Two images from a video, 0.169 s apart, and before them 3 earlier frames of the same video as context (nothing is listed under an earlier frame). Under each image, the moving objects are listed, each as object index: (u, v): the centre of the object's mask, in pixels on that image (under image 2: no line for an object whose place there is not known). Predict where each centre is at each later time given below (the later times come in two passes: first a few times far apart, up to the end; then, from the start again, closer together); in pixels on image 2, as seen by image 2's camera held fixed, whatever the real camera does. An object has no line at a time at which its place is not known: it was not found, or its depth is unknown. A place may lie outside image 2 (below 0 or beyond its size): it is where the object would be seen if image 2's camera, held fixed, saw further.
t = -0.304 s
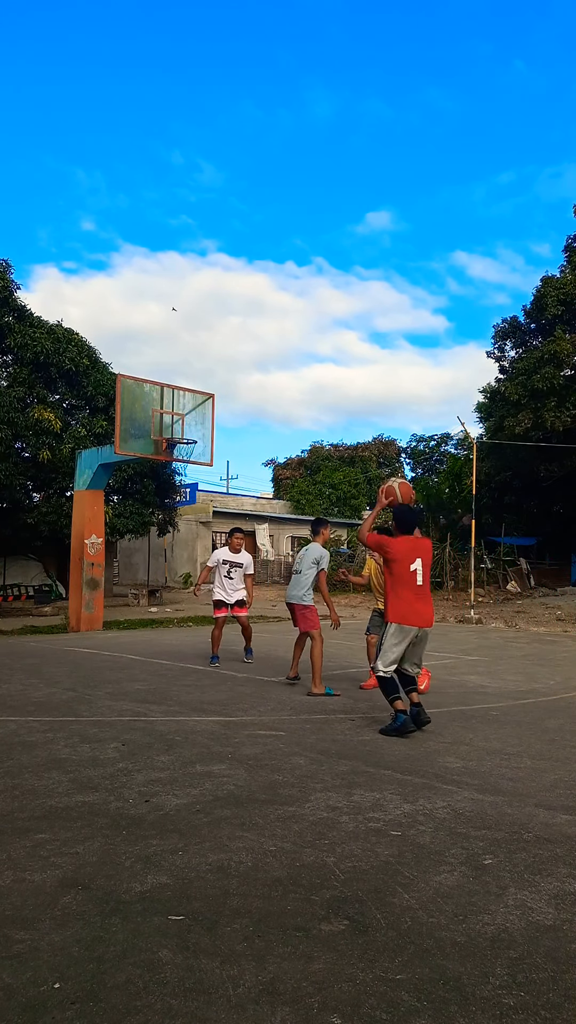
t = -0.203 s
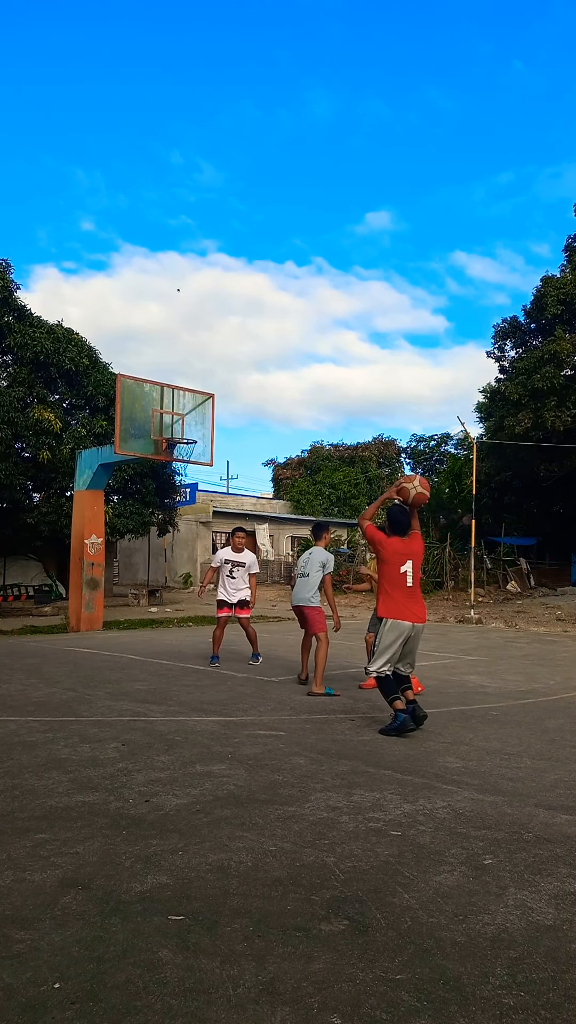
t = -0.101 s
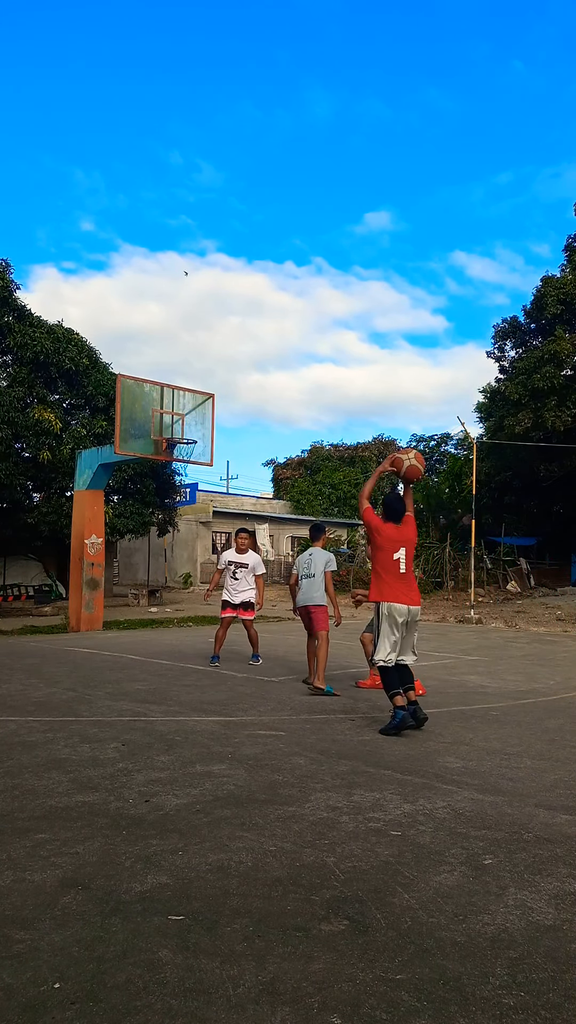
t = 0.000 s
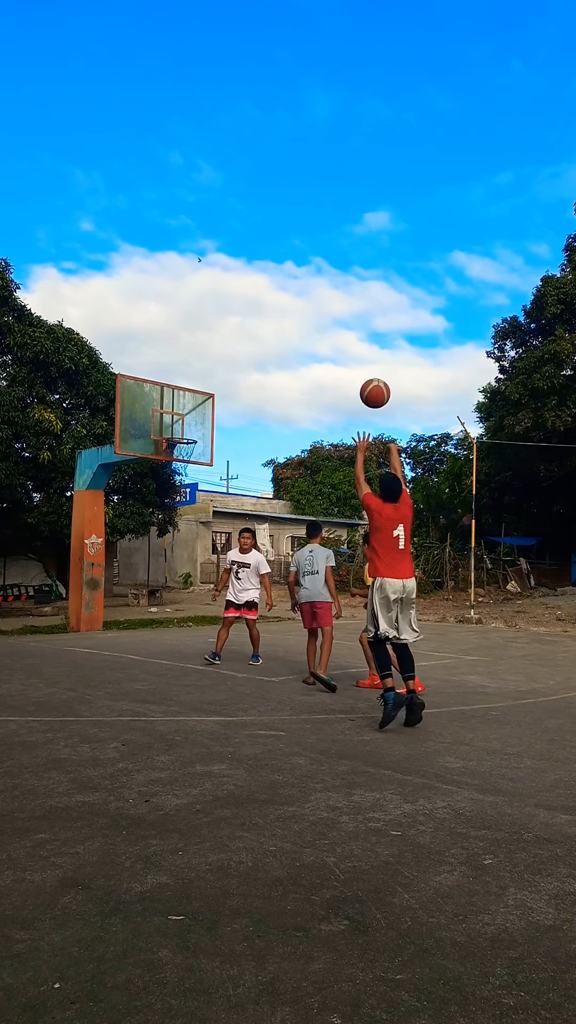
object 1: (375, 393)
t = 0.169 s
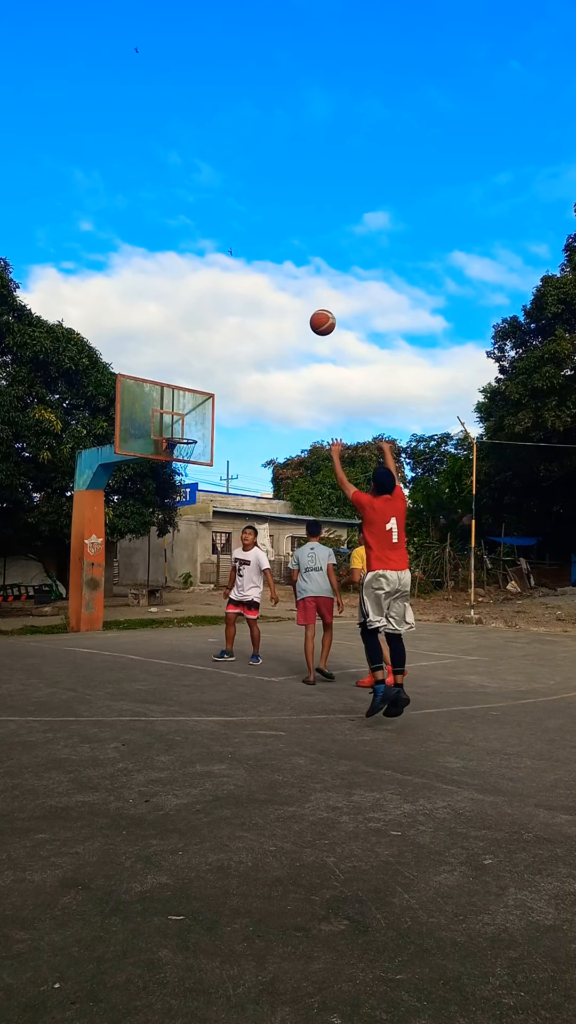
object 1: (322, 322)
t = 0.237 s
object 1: (305, 307)
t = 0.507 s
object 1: (250, 298)
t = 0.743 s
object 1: (215, 335)
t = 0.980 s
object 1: (186, 400)
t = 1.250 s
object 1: (180, 459)
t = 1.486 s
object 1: (155, 497)
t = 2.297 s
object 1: (71, 538)
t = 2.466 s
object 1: (54, 532)
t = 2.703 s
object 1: (29, 555)
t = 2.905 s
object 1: (7, 603)
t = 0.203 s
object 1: (314, 314)
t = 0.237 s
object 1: (305, 307)
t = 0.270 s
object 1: (297, 302)
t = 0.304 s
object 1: (290, 298)
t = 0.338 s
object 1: (282, 295)
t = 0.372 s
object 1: (275, 294)
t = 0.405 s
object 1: (269, 293)
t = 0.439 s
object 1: (262, 294)
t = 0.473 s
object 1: (256, 295)
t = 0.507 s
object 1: (250, 298)
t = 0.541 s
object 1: (245, 301)
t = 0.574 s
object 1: (239, 305)
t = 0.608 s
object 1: (234, 310)
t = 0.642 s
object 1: (229, 315)
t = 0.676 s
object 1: (224, 321)
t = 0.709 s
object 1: (219, 328)
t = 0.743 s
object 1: (215, 335)
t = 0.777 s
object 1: (211, 343)
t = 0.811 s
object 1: (206, 351)
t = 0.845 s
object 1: (202, 360)
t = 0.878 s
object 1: (198, 369)
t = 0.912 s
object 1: (194, 379)
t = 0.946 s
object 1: (191, 389)
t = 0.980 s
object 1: (186, 400)
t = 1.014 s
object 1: (183, 410)
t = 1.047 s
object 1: (179, 422)
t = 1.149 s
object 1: (189, 445)
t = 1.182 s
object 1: (188, 449)
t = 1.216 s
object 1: (184, 454)
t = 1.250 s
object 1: (180, 459)
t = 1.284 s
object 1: (176, 464)
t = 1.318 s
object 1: (173, 467)
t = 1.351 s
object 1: (169, 471)
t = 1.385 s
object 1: (166, 477)
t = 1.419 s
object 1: (162, 483)
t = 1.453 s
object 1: (159, 489)
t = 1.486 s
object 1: (155, 497)
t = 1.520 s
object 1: (151, 505)
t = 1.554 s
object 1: (148, 514)
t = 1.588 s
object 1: (144, 523)
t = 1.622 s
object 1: (140, 534)
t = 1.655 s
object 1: (136, 545)
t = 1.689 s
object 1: (132, 557)
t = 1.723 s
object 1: (128, 570)
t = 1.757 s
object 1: (124, 584)
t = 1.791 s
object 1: (121, 599)
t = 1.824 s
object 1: (117, 614)
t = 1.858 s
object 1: (112, 629)
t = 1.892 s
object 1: (109, 630)
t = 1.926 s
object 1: (106, 620)
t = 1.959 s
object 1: (103, 608)
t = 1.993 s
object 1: (100, 598)
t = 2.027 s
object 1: (97, 588)
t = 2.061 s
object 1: (95, 578)
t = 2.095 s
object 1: (91, 570)
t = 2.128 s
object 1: (88, 564)
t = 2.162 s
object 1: (84, 557)
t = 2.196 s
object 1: (80, 551)
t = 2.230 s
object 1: (78, 547)
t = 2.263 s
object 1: (72, 543)
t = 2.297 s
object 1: (71, 538)
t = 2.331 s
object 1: (68, 536)
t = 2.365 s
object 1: (64, 534)
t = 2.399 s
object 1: (61, 533)
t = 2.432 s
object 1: (58, 532)
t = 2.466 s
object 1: (54, 532)
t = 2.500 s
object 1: (51, 533)
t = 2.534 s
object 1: (47, 535)
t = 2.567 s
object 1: (44, 538)
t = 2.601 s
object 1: (40, 541)
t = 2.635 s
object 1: (37, 545)
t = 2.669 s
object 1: (33, 549)
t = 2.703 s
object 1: (29, 555)
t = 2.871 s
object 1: (11, 593)
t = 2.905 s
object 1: (7, 603)
